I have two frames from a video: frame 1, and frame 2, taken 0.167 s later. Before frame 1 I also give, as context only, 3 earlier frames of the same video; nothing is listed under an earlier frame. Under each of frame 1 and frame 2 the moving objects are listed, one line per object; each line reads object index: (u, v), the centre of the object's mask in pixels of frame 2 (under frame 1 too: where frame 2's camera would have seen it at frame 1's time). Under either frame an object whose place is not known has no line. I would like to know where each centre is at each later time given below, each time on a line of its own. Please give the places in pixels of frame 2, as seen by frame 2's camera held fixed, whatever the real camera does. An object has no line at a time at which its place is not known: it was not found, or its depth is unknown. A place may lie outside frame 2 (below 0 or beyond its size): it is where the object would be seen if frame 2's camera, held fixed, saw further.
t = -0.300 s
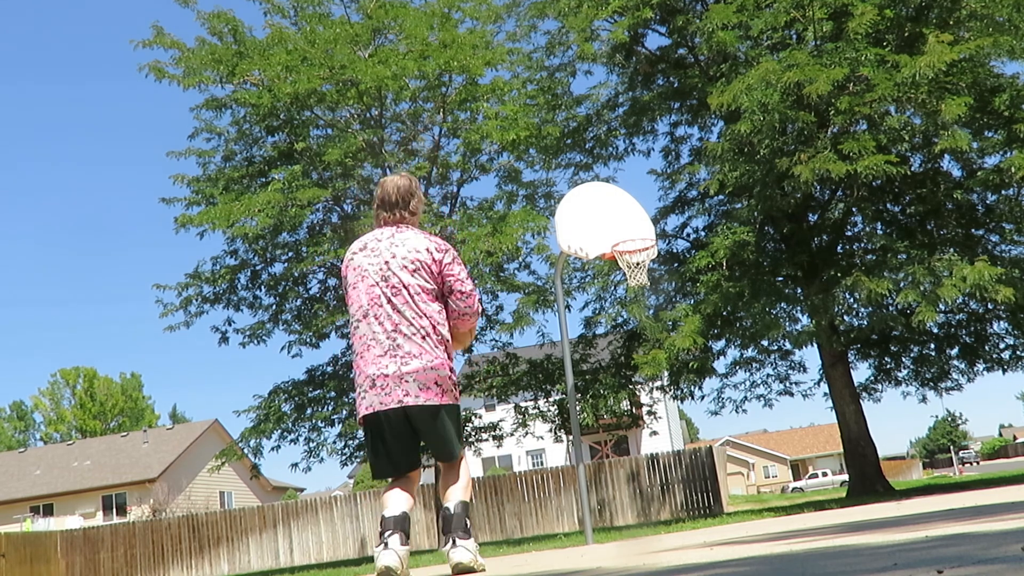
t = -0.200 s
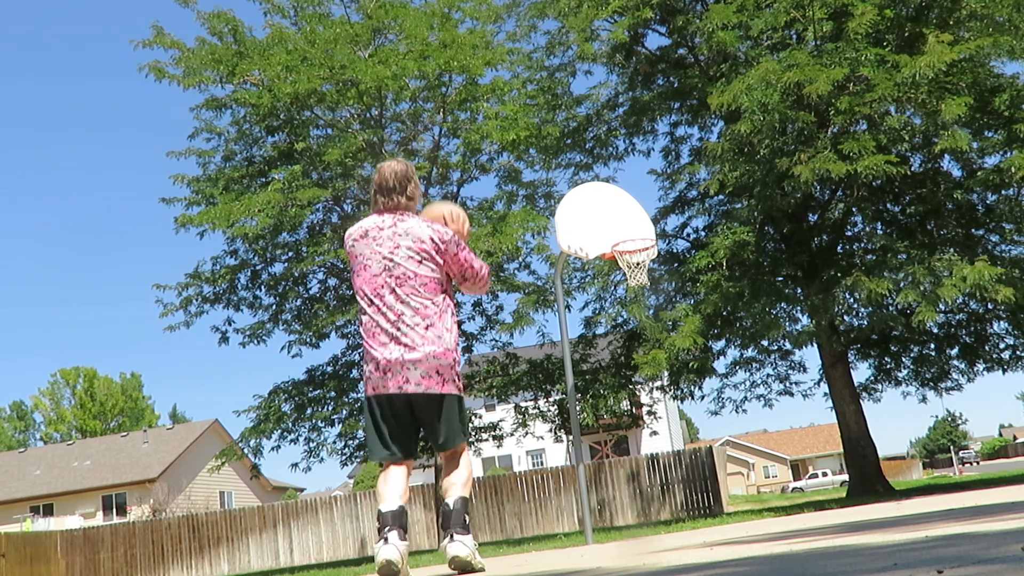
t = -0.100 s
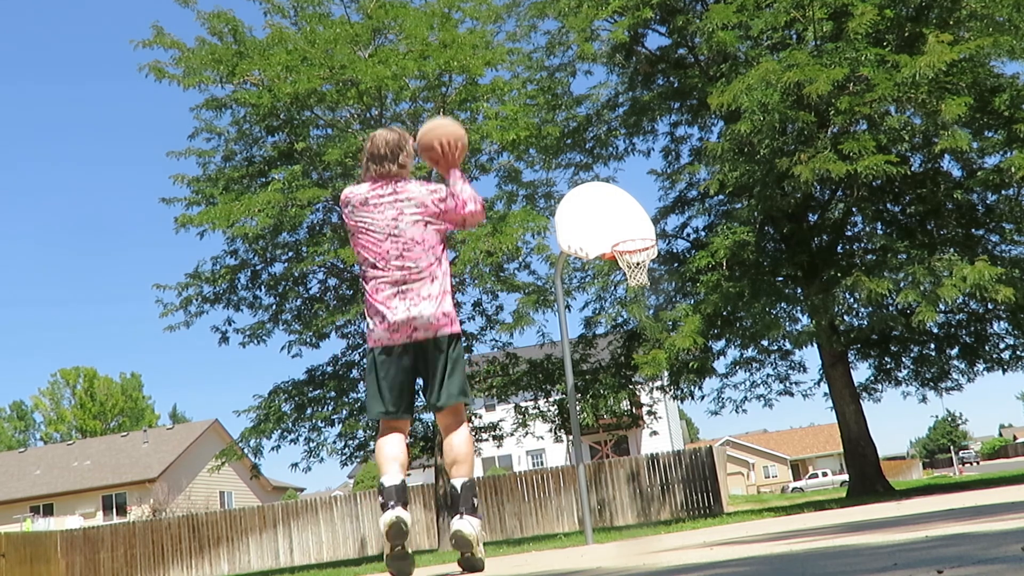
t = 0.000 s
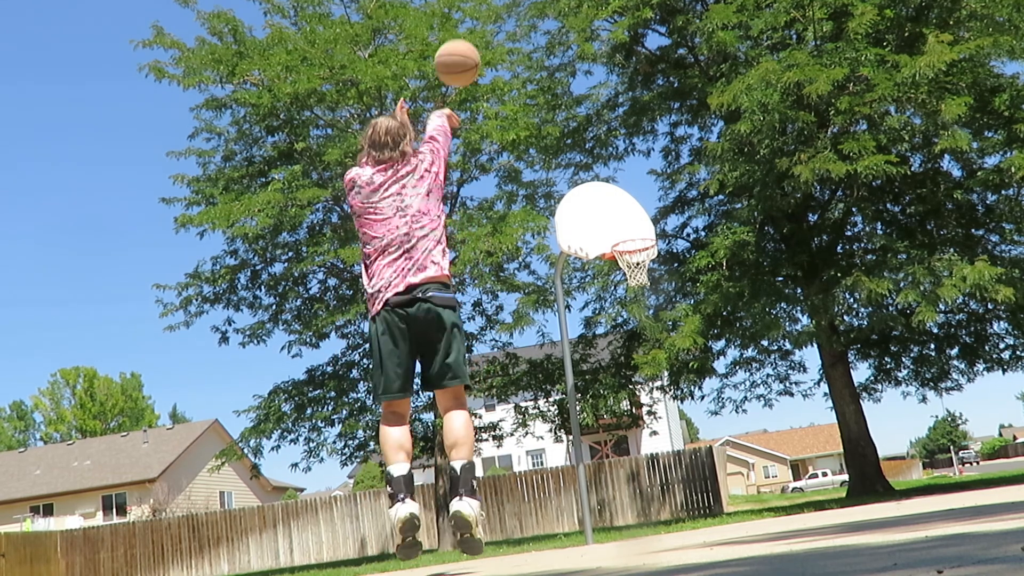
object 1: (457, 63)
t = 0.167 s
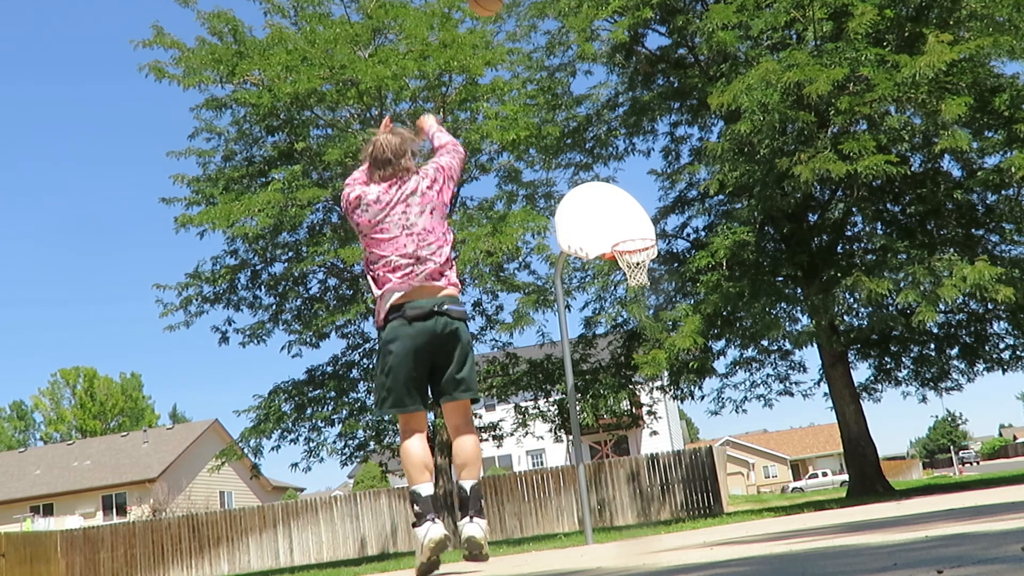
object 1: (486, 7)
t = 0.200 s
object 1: (491, 4)
